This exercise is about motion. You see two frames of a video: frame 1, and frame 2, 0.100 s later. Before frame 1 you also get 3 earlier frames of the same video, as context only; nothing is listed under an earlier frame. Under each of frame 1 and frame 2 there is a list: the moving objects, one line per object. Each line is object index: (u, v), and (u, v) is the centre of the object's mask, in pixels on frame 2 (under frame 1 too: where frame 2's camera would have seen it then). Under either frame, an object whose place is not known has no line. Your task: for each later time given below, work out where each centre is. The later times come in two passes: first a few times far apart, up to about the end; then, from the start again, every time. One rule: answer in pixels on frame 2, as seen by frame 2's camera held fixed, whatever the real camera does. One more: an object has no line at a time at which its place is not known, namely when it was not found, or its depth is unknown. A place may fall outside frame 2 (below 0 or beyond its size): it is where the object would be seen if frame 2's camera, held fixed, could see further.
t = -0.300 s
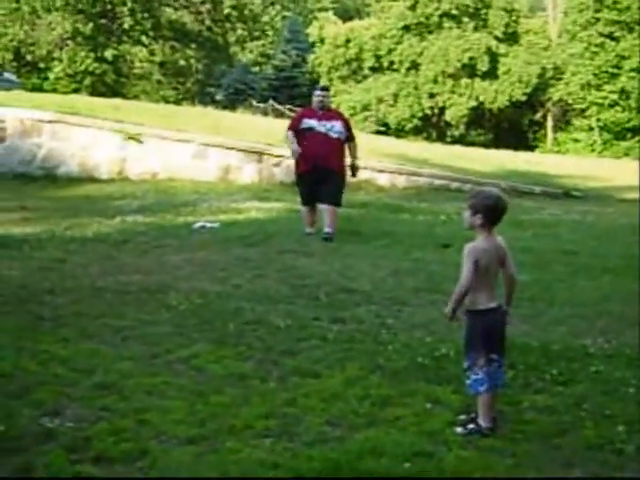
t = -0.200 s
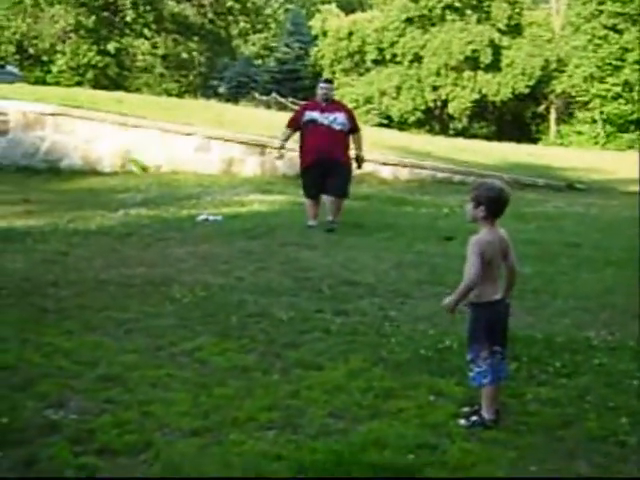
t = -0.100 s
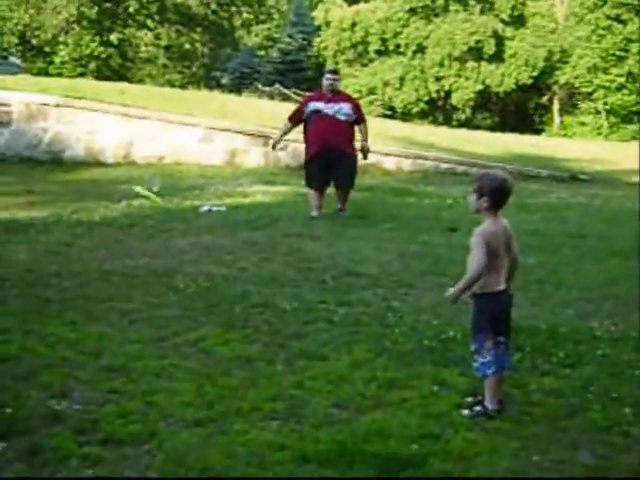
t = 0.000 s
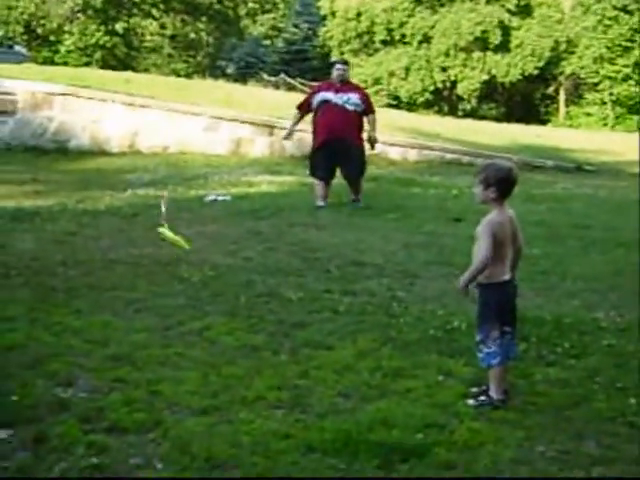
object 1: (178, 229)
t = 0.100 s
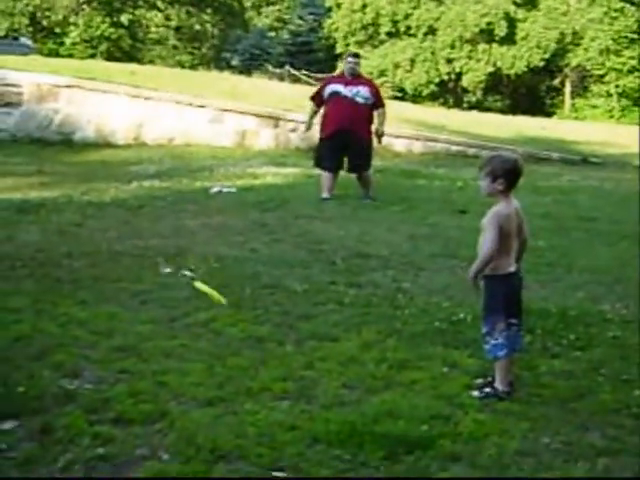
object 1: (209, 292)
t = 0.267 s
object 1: (267, 389)
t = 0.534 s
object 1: (291, 388)
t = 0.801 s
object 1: (309, 400)
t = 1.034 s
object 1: (309, 401)
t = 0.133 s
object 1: (223, 315)
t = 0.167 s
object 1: (237, 339)
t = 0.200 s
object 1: (252, 365)
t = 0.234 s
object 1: (265, 385)
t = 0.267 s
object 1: (267, 389)
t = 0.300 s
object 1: (267, 388)
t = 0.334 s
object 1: (271, 385)
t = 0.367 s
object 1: (274, 383)
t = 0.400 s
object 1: (277, 383)
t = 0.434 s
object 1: (280, 384)
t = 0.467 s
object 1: (283, 386)
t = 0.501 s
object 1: (287, 387)
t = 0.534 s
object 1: (291, 388)
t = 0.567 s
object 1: (294, 389)
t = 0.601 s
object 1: (298, 391)
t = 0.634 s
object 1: (302, 395)
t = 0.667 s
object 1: (305, 398)
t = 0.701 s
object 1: (308, 401)
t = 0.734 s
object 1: (309, 400)
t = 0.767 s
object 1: (309, 400)
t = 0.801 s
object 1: (309, 400)
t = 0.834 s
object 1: (309, 400)
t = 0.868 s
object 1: (309, 401)
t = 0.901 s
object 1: (309, 401)
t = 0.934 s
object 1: (309, 401)
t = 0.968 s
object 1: (309, 401)
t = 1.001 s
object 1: (308, 401)
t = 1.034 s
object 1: (309, 401)
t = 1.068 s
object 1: (309, 401)
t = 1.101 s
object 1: (309, 401)
